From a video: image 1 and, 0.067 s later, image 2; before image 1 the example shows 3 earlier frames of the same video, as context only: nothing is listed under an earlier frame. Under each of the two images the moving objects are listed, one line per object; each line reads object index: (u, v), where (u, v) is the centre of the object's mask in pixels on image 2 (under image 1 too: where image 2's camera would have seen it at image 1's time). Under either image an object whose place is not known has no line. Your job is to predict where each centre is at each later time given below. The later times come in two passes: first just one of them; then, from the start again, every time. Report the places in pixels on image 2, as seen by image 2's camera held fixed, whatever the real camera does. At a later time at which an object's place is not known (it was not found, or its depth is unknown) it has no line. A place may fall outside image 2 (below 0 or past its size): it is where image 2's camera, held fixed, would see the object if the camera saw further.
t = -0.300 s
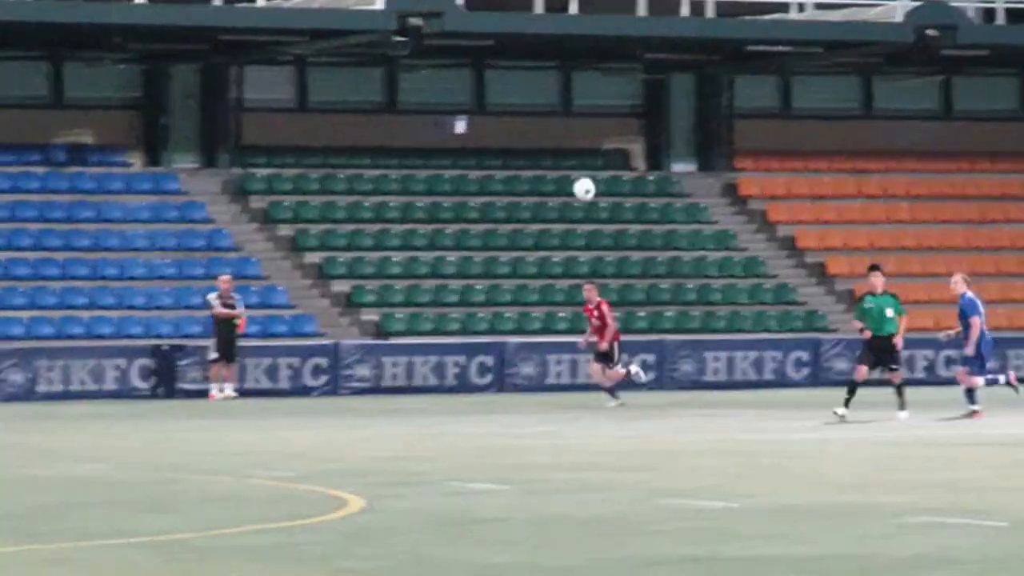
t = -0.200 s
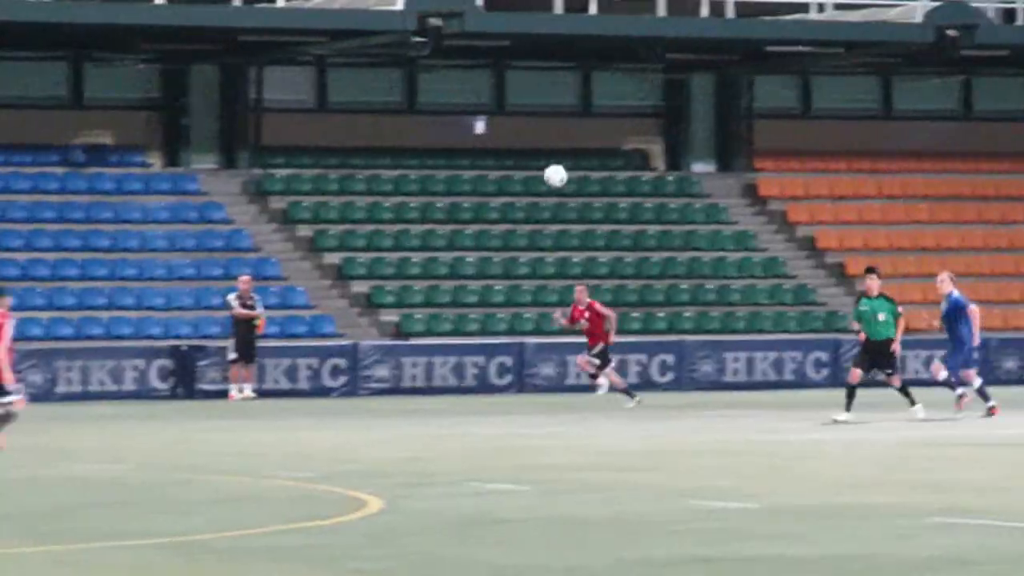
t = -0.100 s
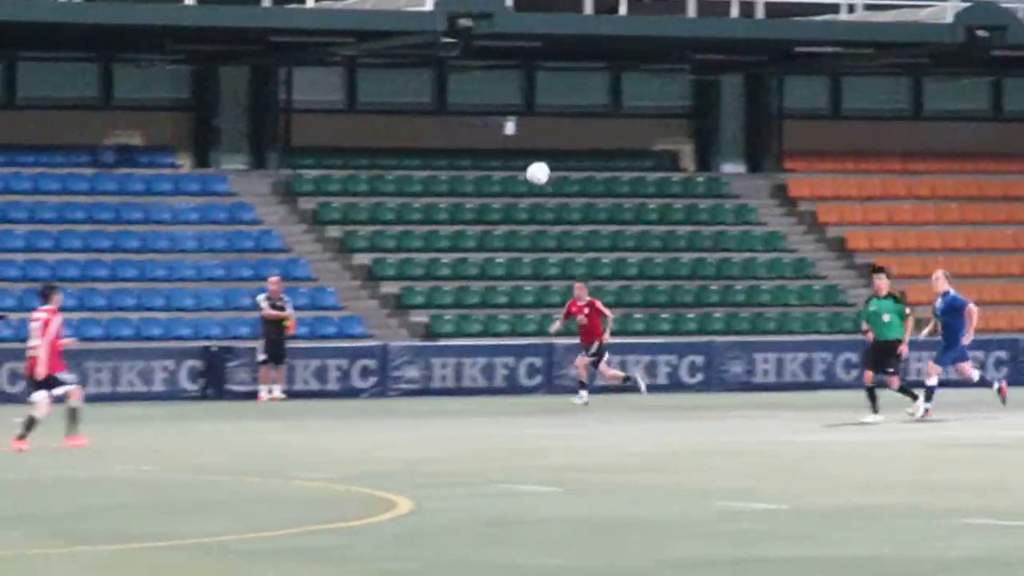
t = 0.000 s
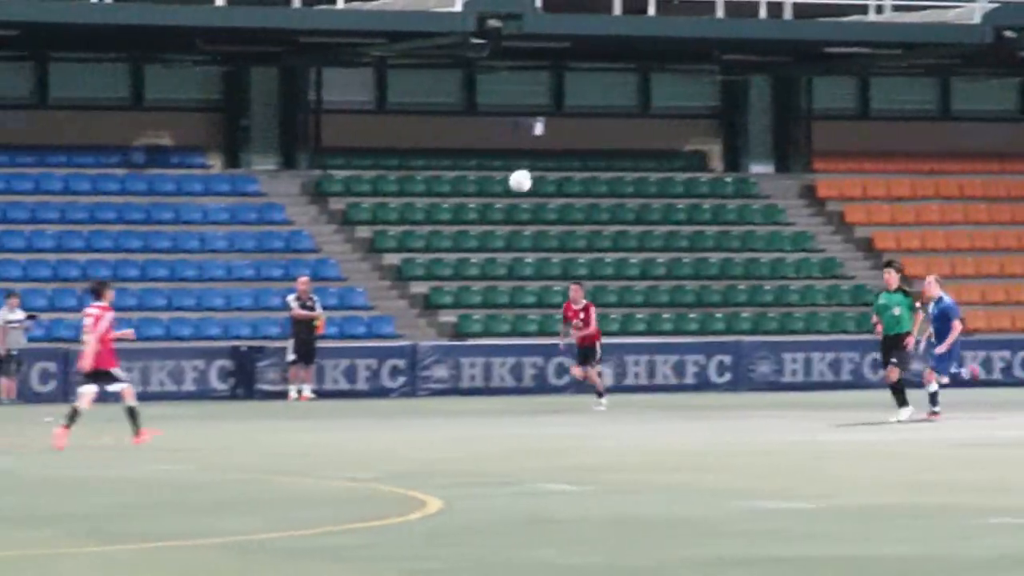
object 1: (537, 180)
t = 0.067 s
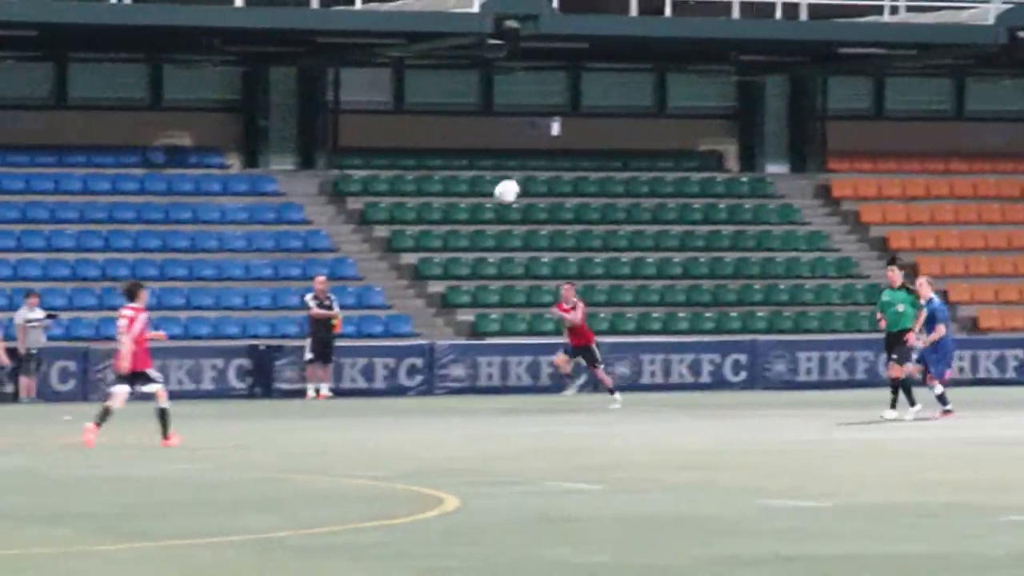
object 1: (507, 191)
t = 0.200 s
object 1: (446, 226)
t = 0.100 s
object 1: (492, 198)
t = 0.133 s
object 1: (477, 206)
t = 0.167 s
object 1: (462, 215)
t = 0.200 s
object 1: (446, 226)
